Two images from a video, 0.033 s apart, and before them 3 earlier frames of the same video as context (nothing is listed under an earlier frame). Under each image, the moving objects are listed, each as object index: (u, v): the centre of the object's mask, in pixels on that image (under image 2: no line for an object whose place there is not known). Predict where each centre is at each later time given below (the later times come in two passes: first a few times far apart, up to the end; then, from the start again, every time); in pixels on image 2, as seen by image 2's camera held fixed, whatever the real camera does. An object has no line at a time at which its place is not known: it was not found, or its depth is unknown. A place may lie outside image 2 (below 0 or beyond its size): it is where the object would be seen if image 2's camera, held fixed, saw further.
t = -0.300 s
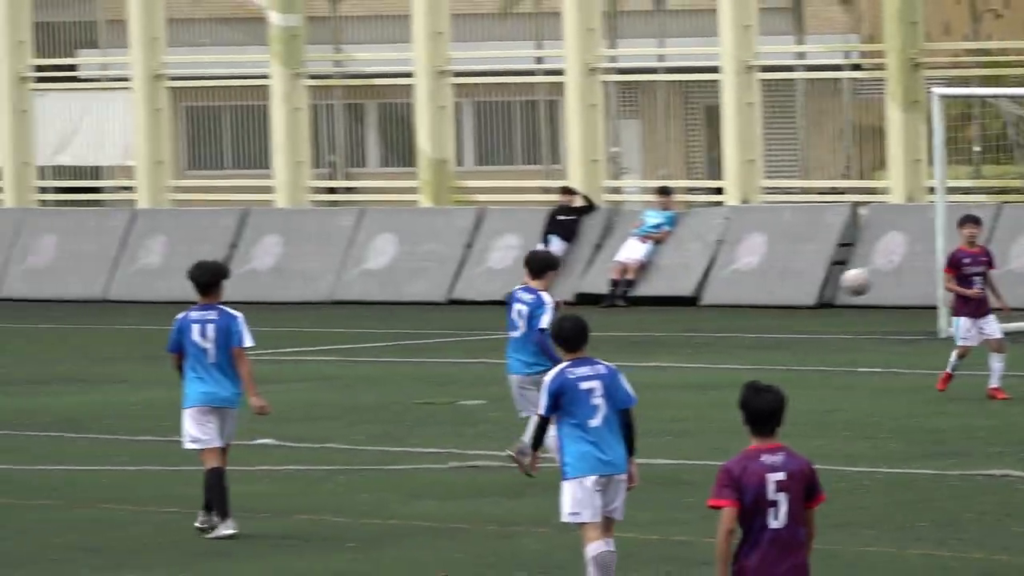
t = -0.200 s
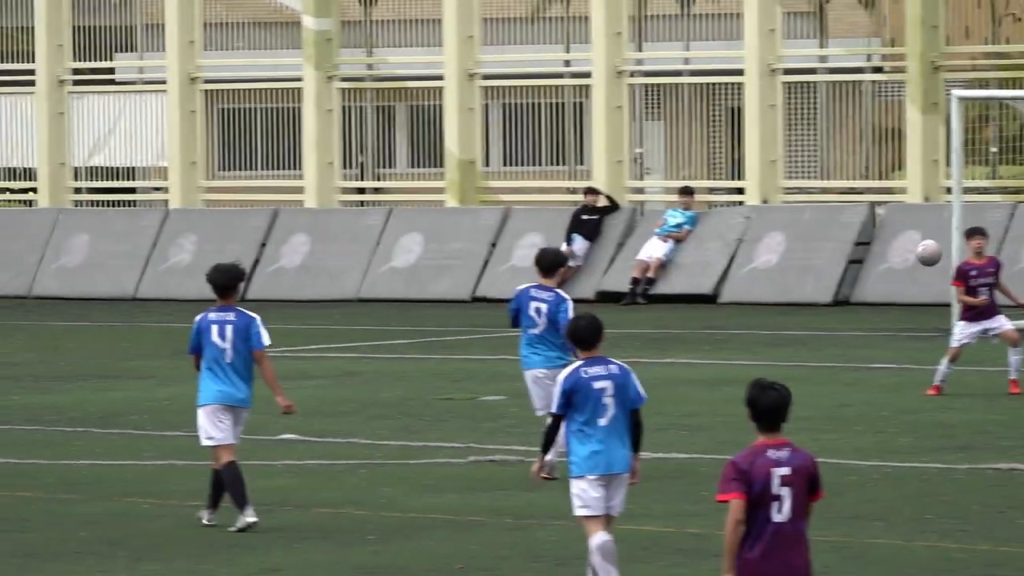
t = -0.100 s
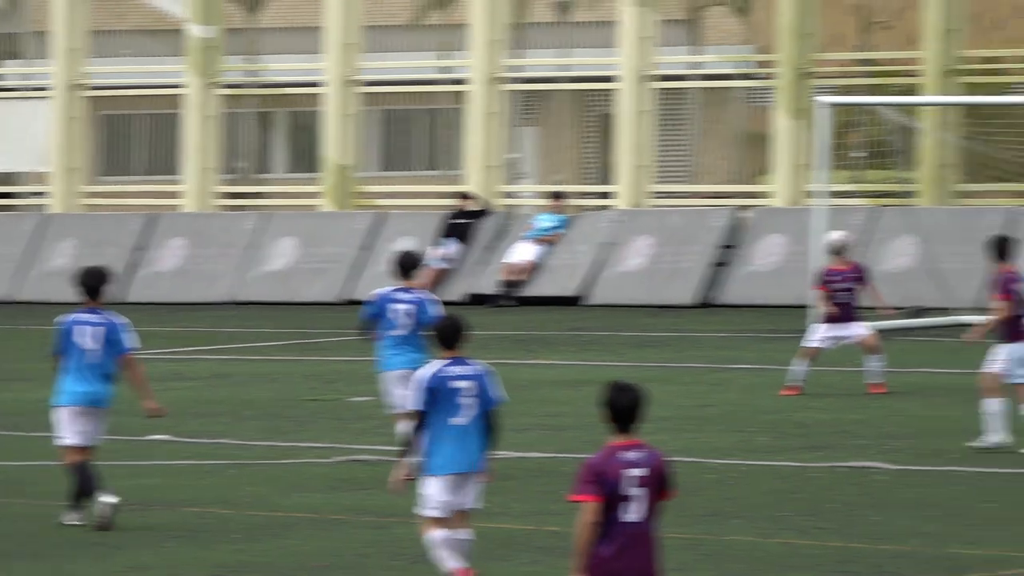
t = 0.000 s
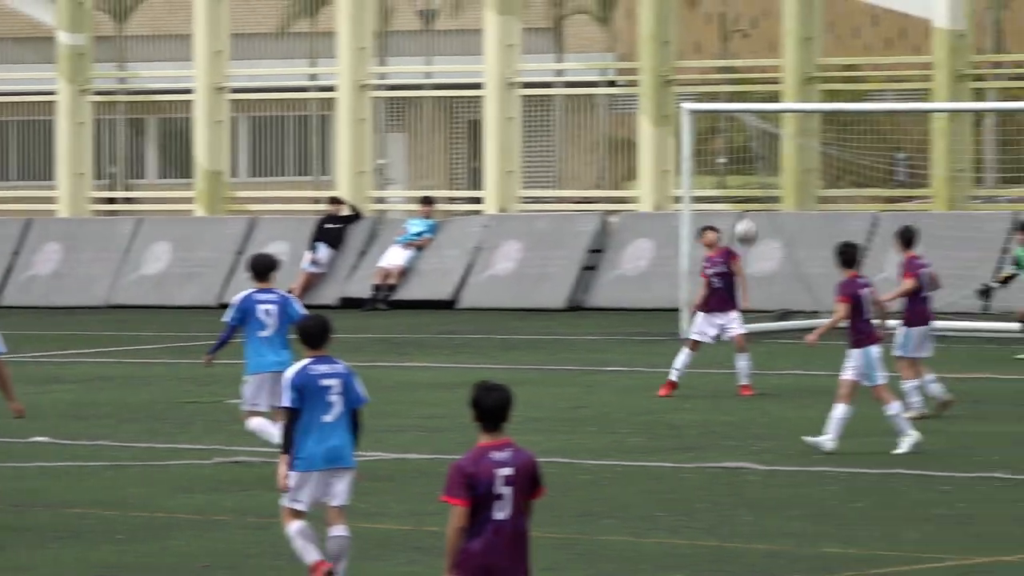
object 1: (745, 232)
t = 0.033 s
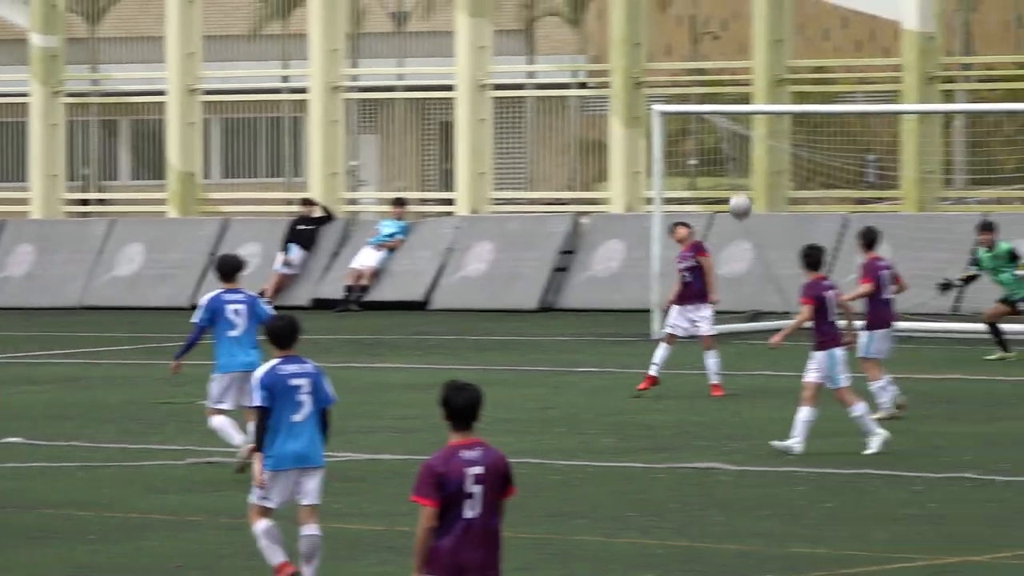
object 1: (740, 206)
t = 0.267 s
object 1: (887, 60)
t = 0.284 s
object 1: (897, 53)
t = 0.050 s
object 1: (750, 193)
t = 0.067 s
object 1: (762, 180)
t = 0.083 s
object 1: (773, 168)
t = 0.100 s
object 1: (784, 157)
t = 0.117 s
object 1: (795, 145)
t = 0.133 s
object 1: (805, 134)
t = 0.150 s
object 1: (816, 124)
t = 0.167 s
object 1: (827, 115)
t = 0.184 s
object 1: (837, 103)
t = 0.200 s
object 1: (847, 94)
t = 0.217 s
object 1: (857, 86)
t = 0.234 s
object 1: (867, 77)
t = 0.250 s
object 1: (877, 69)
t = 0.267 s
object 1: (887, 60)
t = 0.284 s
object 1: (897, 53)
